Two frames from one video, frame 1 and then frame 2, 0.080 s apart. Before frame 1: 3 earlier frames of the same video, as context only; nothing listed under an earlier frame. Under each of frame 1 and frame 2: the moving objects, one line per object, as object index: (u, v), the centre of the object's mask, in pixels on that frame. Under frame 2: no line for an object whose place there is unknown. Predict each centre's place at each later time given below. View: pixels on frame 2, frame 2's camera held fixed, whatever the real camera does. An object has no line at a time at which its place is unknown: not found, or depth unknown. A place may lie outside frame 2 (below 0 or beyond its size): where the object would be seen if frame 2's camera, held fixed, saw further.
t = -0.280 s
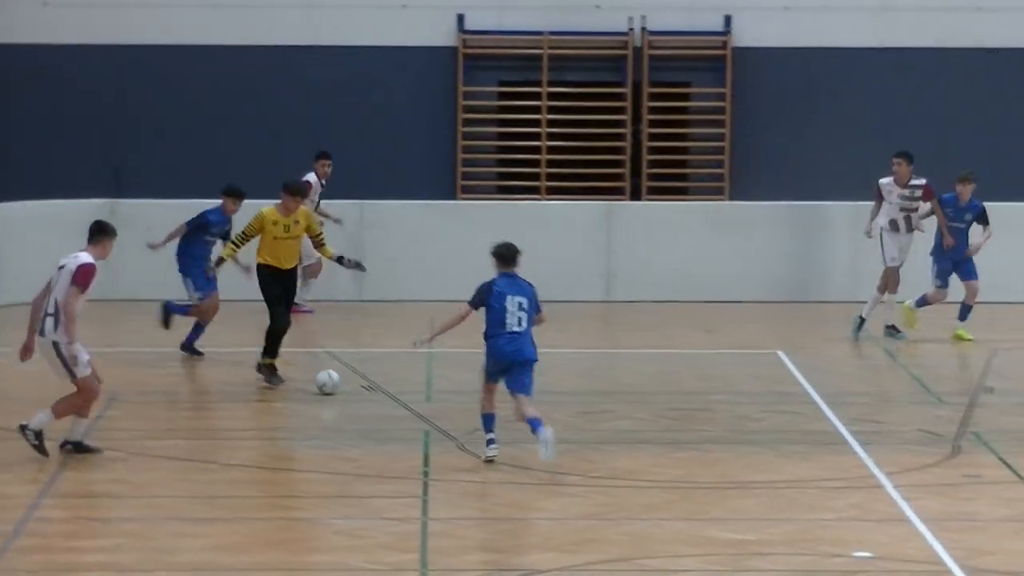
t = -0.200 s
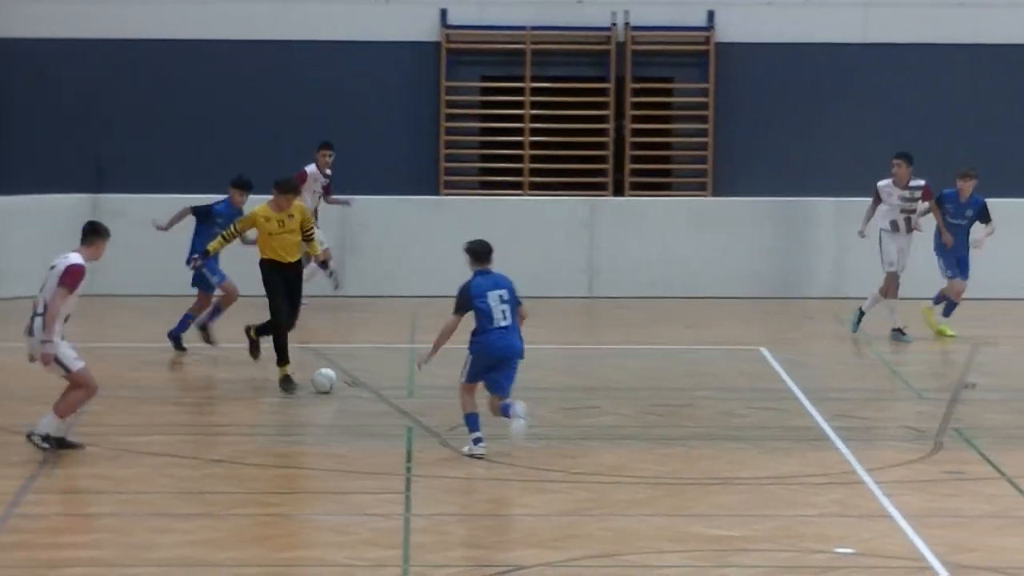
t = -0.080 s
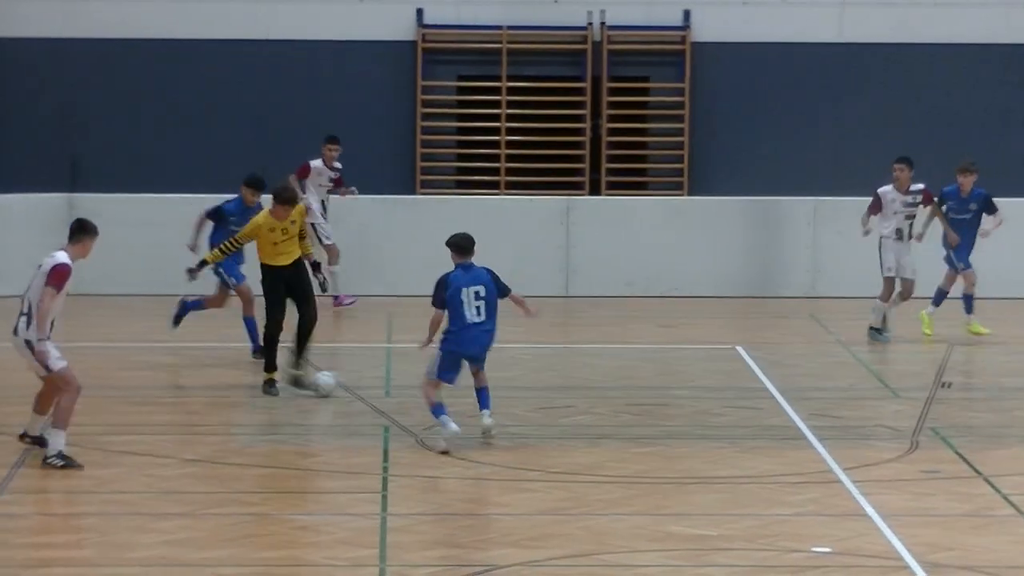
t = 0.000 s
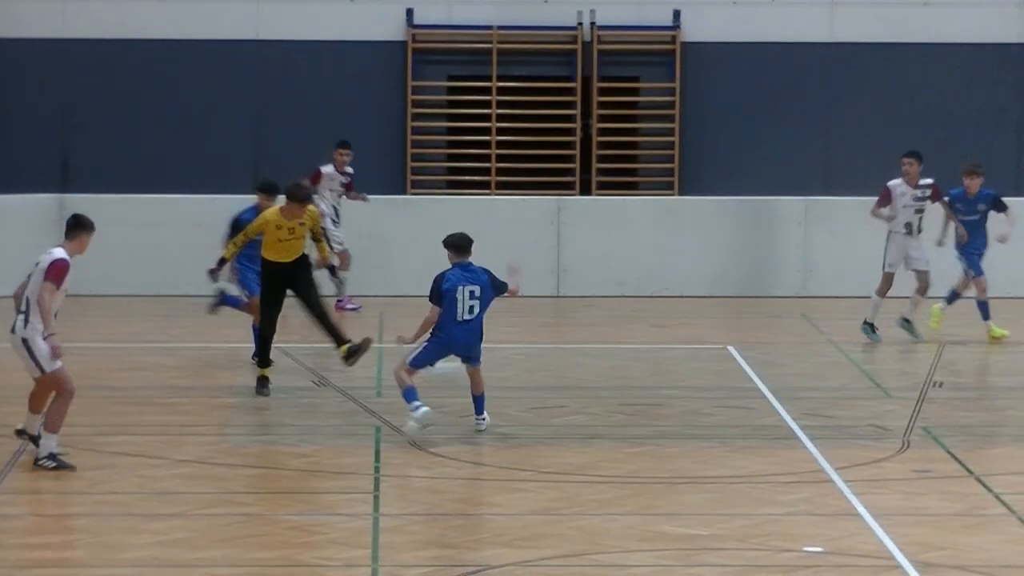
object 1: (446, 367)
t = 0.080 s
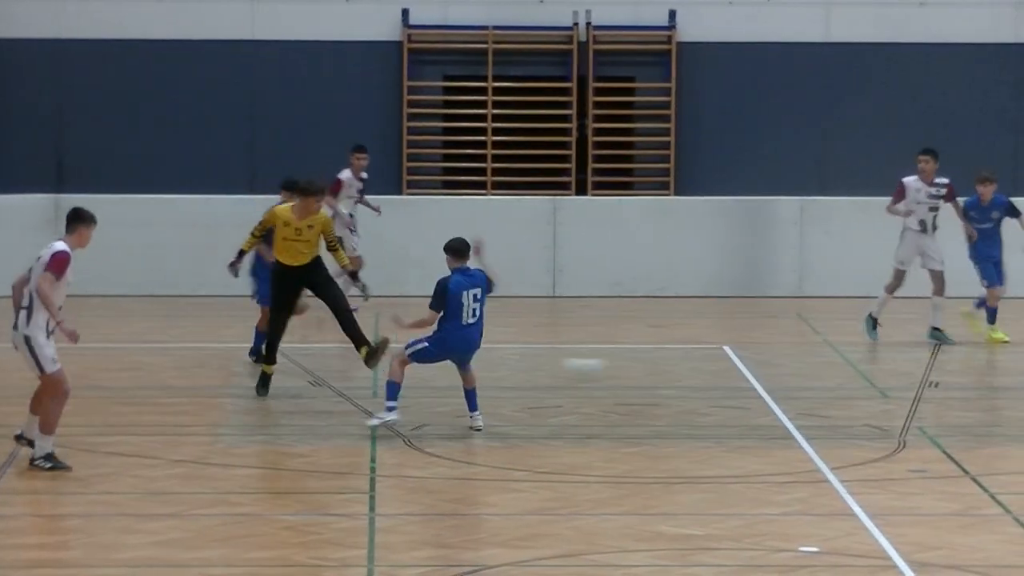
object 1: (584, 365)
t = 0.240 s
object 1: (884, 380)
